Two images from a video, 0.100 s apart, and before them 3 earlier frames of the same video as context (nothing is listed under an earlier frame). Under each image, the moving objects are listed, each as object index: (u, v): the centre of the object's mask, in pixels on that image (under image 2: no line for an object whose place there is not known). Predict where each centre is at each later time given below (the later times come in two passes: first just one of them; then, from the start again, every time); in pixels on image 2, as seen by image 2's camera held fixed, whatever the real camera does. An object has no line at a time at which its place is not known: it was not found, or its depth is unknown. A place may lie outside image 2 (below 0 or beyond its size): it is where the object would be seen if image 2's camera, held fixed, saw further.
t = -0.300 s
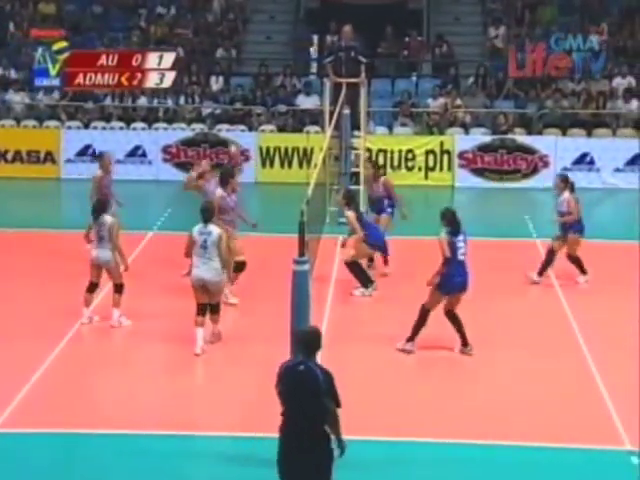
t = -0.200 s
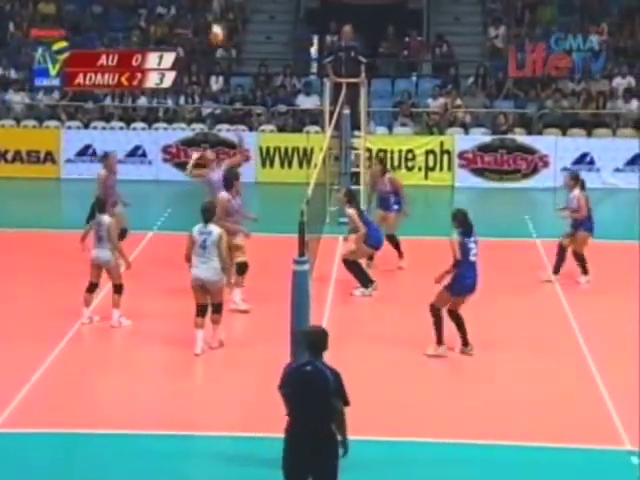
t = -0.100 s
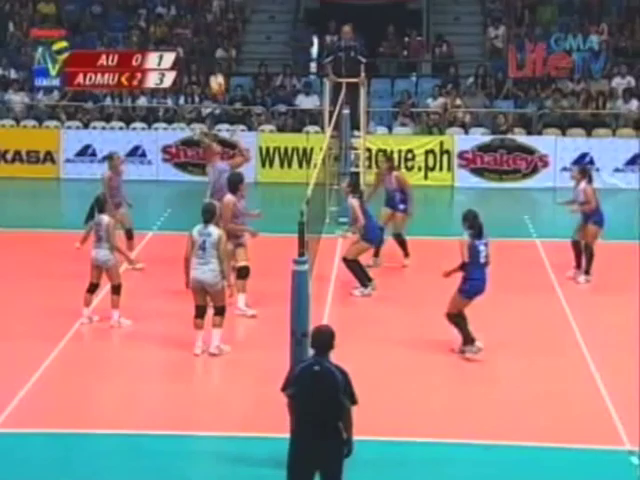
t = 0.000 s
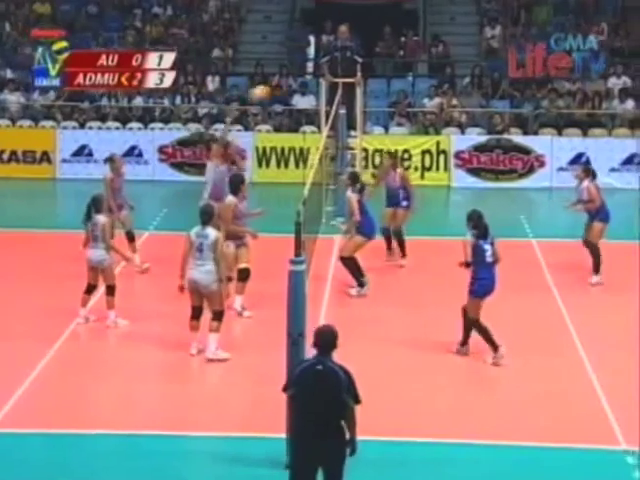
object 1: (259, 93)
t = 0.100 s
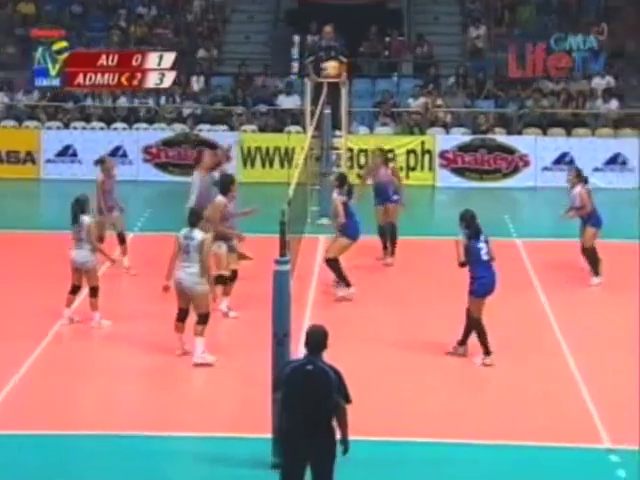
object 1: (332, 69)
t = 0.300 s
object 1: (511, 44)
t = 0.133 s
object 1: (360, 63)
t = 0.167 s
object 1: (389, 57)
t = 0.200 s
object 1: (419, 52)
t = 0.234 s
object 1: (450, 48)
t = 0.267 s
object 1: (480, 46)
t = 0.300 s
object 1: (511, 44)
